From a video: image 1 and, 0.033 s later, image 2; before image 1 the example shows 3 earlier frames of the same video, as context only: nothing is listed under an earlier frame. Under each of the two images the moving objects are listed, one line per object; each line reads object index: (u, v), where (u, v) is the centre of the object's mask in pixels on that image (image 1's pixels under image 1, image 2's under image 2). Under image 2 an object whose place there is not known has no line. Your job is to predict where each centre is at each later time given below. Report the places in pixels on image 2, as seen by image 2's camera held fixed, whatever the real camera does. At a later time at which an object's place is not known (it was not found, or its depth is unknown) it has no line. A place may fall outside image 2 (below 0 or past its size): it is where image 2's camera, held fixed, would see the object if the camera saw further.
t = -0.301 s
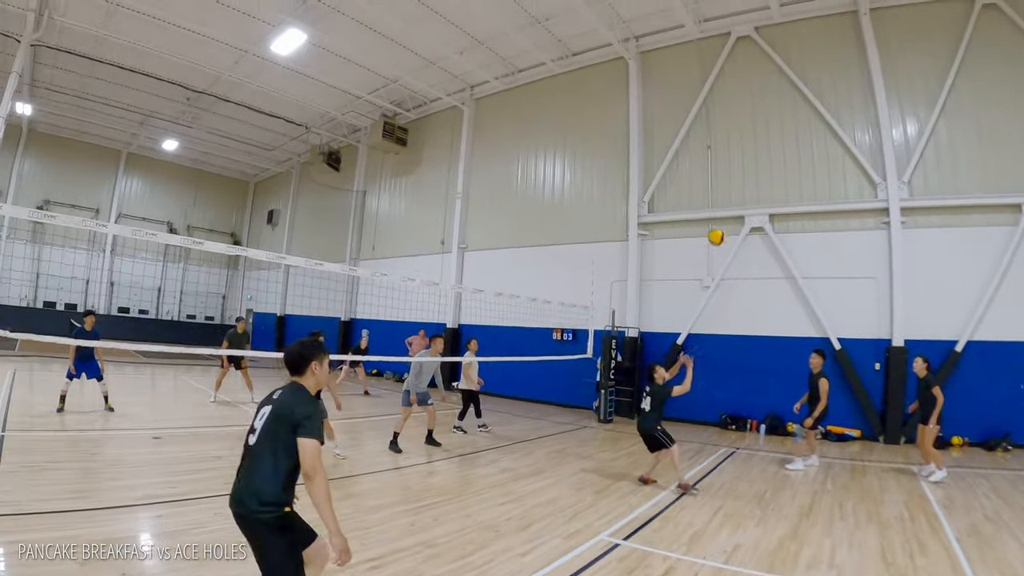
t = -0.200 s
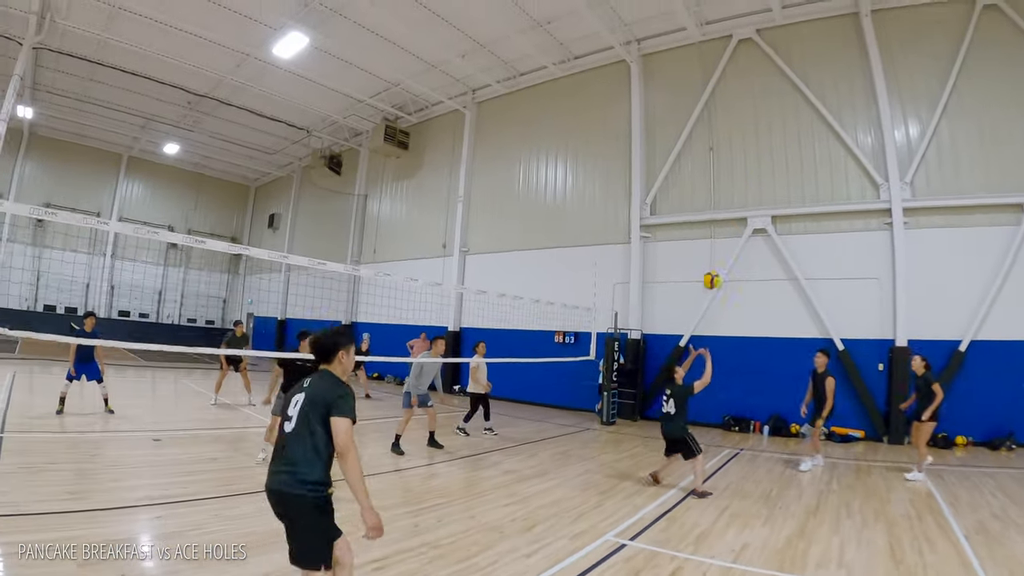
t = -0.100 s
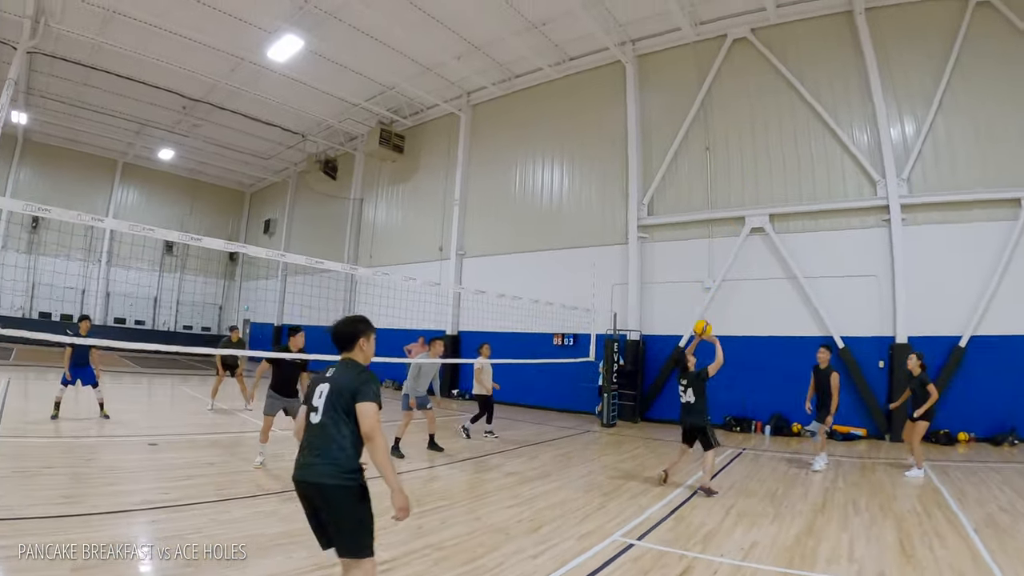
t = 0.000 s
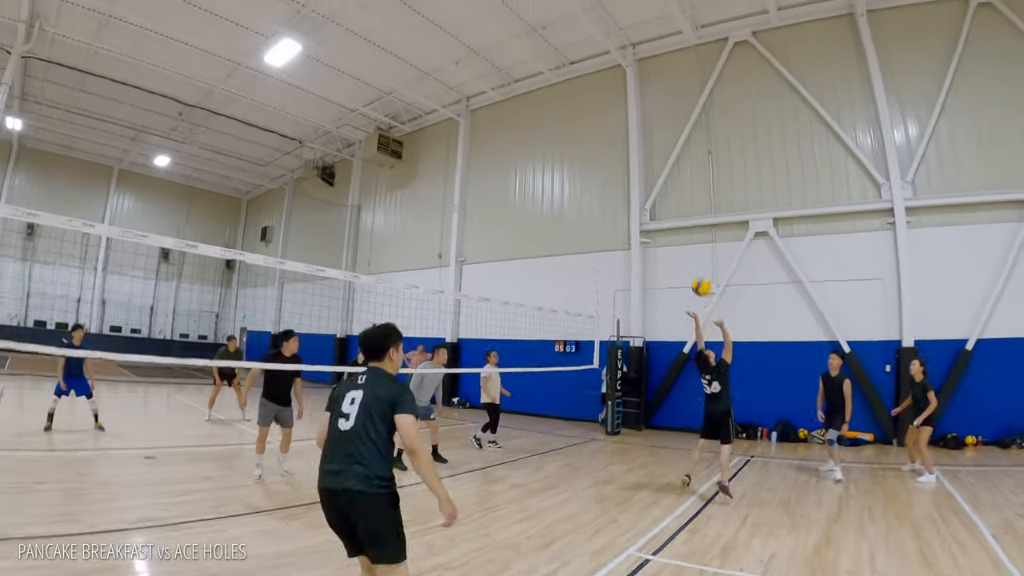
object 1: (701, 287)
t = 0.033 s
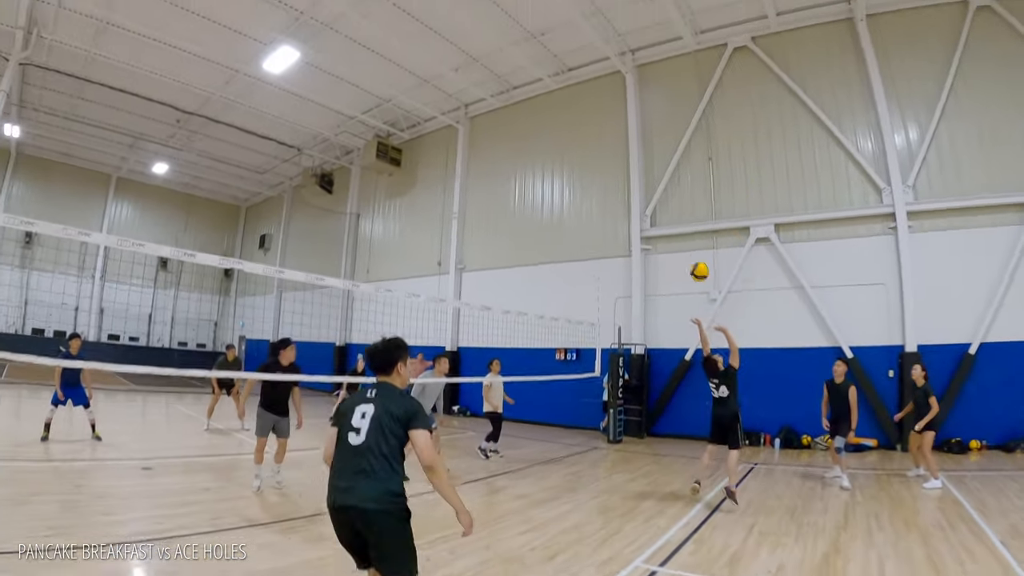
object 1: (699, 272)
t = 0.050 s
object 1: (697, 261)
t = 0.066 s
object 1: (696, 250)
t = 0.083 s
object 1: (694, 240)
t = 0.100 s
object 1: (692, 230)
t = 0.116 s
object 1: (691, 220)
